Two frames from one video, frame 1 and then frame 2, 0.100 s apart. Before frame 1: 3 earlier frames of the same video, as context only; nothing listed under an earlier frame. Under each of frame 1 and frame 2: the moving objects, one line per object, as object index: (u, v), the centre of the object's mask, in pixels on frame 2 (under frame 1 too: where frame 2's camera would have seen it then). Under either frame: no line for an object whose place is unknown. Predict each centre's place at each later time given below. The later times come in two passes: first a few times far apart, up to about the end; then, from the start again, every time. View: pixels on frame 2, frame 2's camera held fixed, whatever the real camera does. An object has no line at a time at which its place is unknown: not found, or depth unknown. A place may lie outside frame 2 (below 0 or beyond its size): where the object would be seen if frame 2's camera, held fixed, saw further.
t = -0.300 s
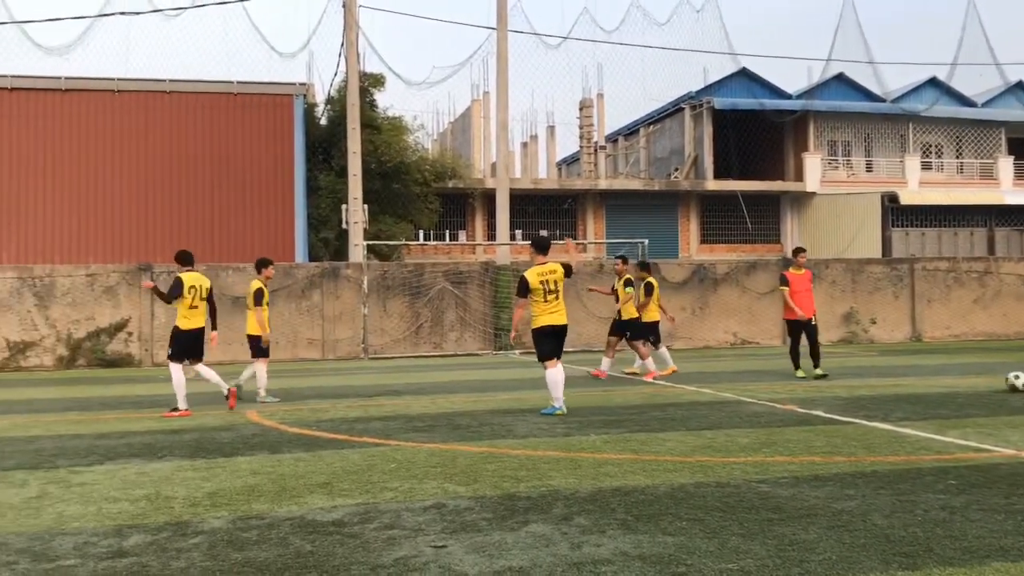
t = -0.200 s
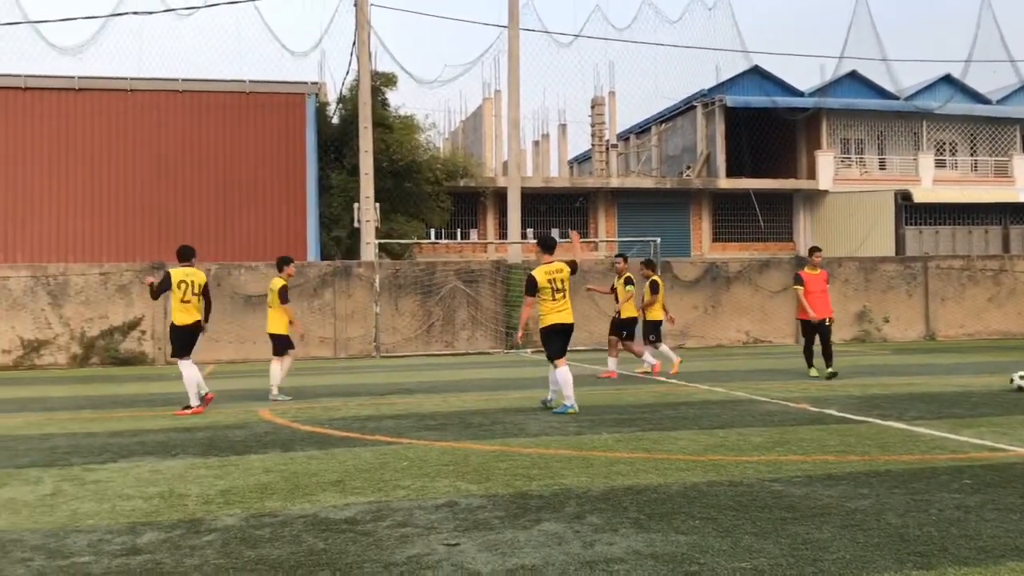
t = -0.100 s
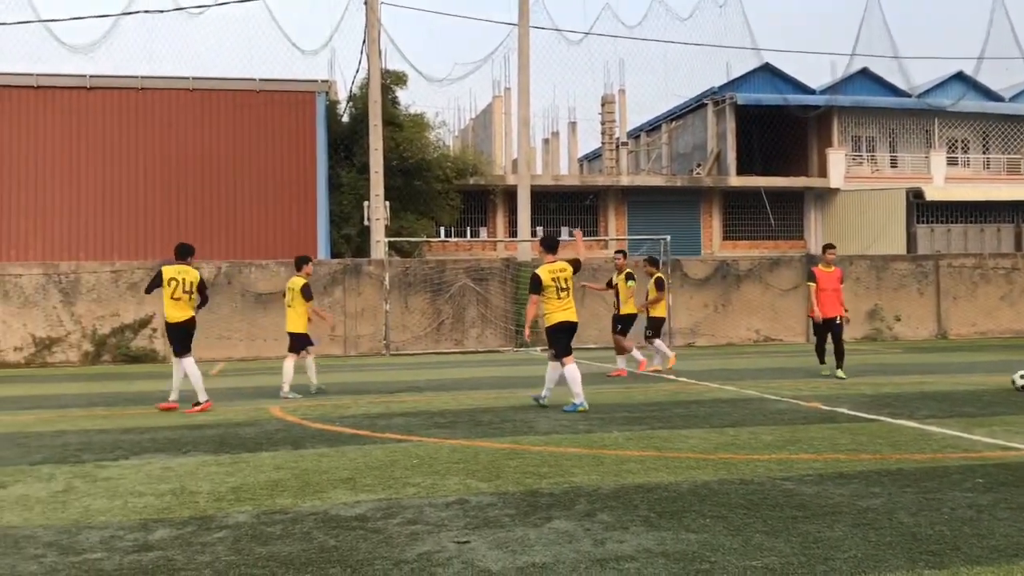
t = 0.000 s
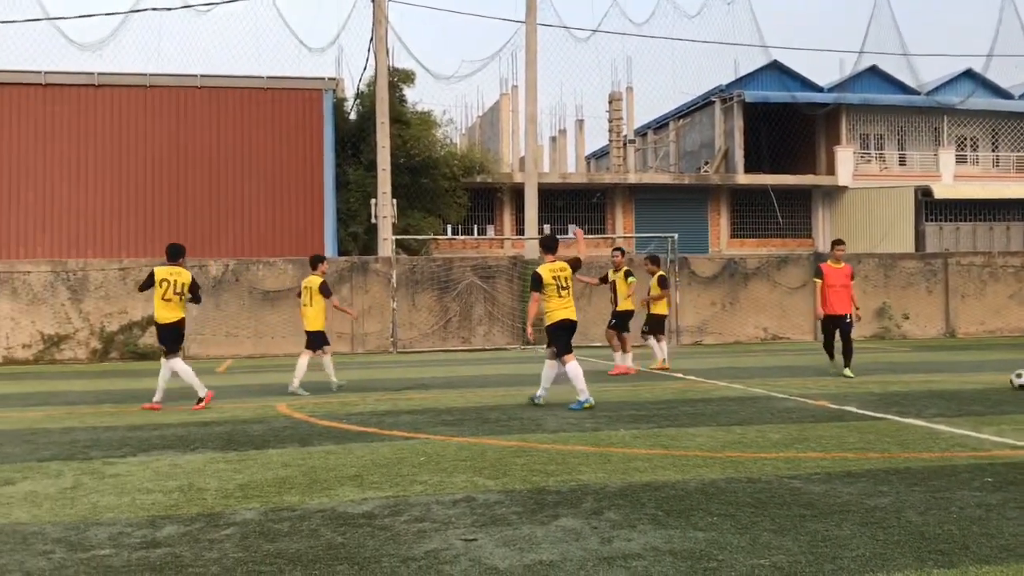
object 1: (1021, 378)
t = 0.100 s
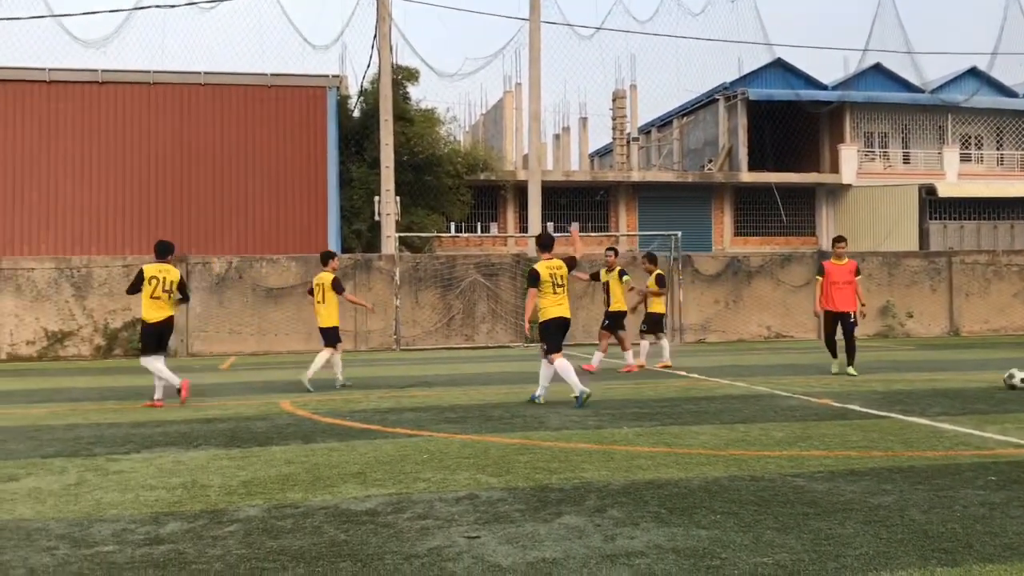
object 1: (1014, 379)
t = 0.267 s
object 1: (998, 379)
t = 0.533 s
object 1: (969, 380)
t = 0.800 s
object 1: (943, 380)
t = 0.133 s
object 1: (1012, 379)
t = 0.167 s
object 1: (1008, 379)
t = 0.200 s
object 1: (1005, 379)
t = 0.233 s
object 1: (1002, 379)
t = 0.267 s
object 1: (998, 379)
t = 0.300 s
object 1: (994, 379)
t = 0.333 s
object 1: (990, 379)
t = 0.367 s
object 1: (987, 379)
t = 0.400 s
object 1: (983, 379)
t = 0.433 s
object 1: (979, 379)
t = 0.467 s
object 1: (976, 379)
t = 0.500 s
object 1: (972, 379)
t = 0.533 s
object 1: (969, 380)
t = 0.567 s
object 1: (966, 380)
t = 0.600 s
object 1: (963, 380)
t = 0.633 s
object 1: (959, 380)
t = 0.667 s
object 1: (957, 380)
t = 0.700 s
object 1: (953, 380)
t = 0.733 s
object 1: (949, 381)
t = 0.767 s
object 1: (946, 380)
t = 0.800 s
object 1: (943, 380)
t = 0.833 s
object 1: (940, 381)
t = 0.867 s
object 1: (936, 381)
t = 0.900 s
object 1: (933, 381)
